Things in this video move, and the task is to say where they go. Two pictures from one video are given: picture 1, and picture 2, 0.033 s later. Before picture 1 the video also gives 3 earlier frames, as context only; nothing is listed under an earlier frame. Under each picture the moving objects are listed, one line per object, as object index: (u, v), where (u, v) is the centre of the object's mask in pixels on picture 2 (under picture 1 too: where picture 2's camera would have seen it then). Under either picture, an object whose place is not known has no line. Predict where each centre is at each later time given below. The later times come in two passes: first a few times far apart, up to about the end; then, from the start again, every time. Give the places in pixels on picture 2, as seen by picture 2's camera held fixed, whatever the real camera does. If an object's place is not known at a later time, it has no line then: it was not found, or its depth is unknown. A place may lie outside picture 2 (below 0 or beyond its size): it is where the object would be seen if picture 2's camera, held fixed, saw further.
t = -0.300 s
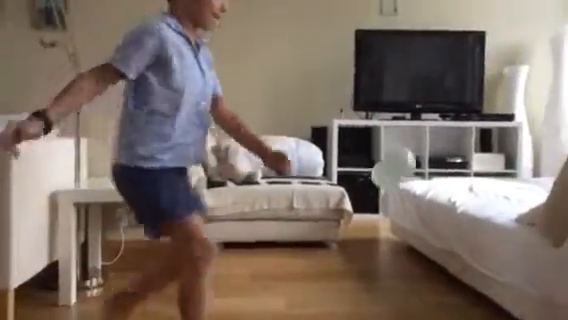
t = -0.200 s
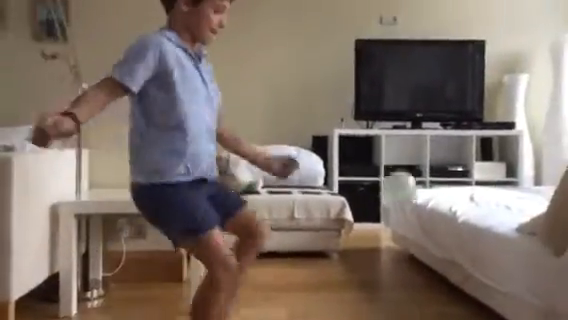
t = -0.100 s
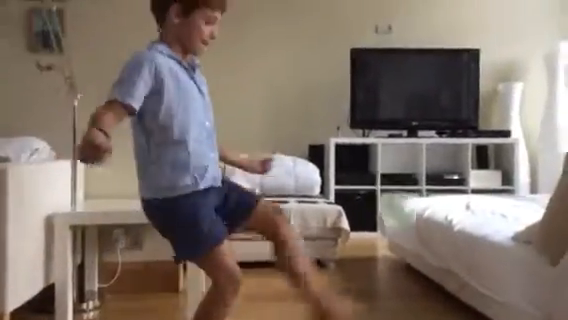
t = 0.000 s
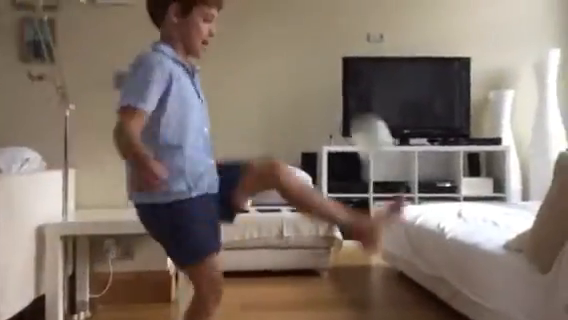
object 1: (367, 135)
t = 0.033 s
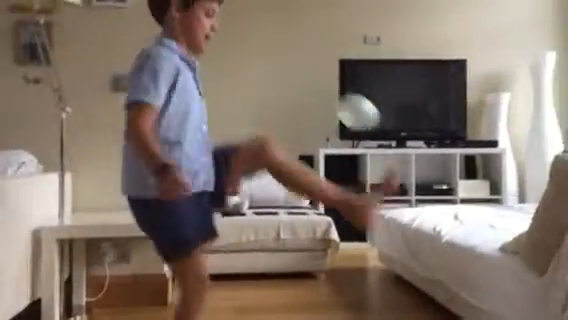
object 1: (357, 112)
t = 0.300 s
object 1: (318, 65)
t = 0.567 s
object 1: (324, 34)
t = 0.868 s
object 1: (326, 24)
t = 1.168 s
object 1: (313, 48)
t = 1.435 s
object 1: (306, 95)
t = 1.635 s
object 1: (311, 137)
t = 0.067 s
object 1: (346, 100)
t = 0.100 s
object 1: (340, 91)
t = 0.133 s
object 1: (335, 85)
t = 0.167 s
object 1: (329, 77)
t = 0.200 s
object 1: (326, 74)
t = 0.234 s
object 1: (322, 71)
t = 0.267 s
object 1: (320, 68)
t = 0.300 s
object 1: (318, 65)
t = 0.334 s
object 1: (317, 59)
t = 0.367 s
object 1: (318, 56)
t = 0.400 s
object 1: (319, 53)
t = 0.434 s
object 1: (321, 50)
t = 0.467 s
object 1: (322, 45)
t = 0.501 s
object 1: (323, 40)
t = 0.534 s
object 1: (324, 38)
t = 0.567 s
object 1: (324, 34)
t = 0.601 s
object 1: (325, 32)
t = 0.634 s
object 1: (326, 29)
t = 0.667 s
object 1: (326, 27)
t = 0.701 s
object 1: (326, 26)
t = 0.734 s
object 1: (327, 25)
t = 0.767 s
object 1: (327, 24)
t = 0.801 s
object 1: (327, 24)
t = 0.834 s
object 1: (326, 24)
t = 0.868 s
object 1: (326, 24)
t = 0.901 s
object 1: (325, 25)
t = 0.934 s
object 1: (324, 27)
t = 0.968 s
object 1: (323, 28)
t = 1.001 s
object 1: (321, 31)
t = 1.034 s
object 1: (319, 34)
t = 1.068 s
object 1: (318, 37)
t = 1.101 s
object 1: (316, 40)
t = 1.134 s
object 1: (314, 43)
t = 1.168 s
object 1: (313, 48)
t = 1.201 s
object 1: (311, 52)
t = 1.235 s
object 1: (310, 58)
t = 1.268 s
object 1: (308, 61)
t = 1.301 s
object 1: (308, 69)
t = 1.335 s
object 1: (307, 76)
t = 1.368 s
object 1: (305, 81)
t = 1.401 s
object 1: (306, 89)
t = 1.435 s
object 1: (306, 95)
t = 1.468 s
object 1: (306, 102)
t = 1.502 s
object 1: (307, 109)
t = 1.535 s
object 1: (307, 117)
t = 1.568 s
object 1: (308, 122)
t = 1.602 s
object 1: (309, 129)
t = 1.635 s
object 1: (311, 137)
